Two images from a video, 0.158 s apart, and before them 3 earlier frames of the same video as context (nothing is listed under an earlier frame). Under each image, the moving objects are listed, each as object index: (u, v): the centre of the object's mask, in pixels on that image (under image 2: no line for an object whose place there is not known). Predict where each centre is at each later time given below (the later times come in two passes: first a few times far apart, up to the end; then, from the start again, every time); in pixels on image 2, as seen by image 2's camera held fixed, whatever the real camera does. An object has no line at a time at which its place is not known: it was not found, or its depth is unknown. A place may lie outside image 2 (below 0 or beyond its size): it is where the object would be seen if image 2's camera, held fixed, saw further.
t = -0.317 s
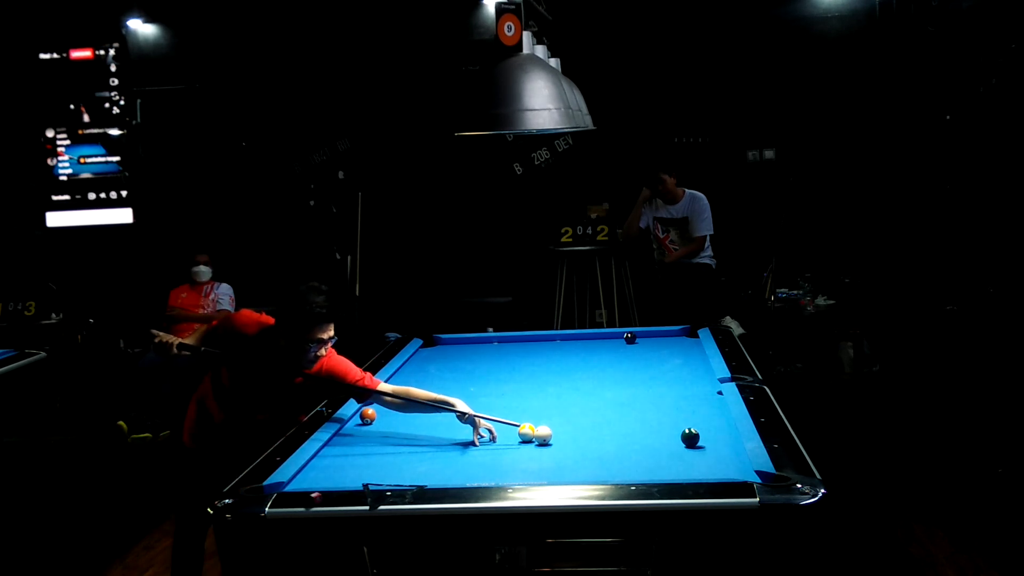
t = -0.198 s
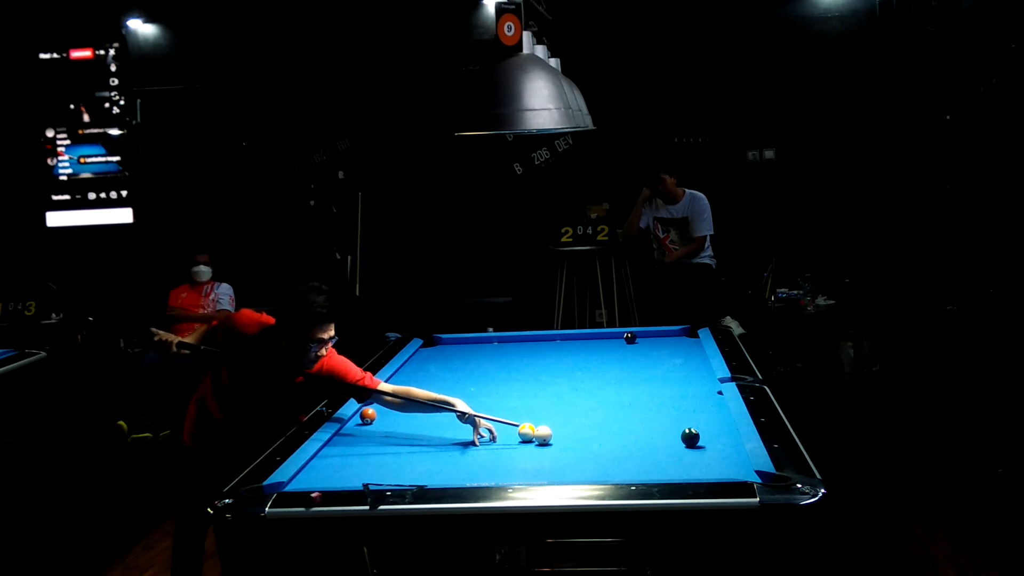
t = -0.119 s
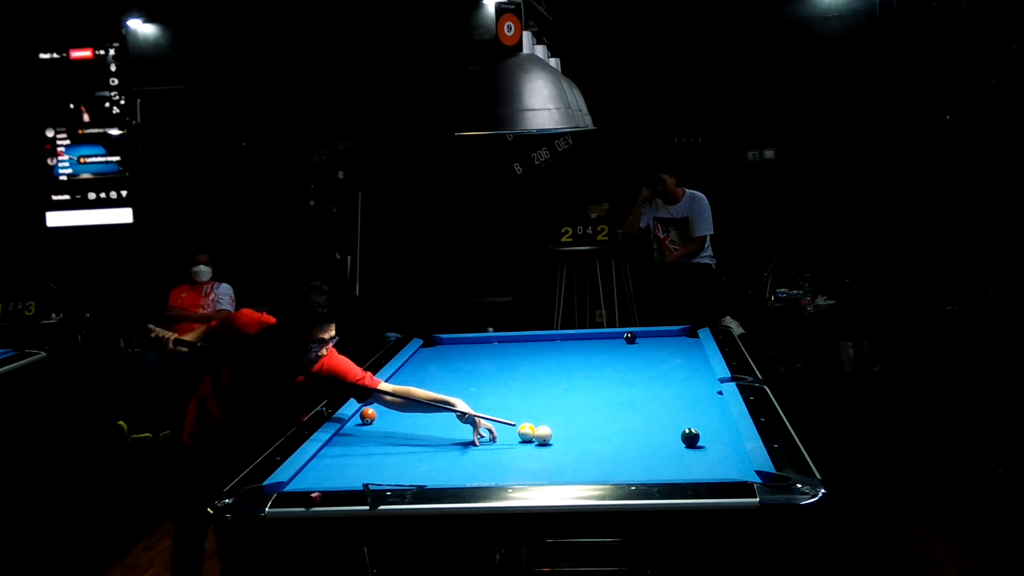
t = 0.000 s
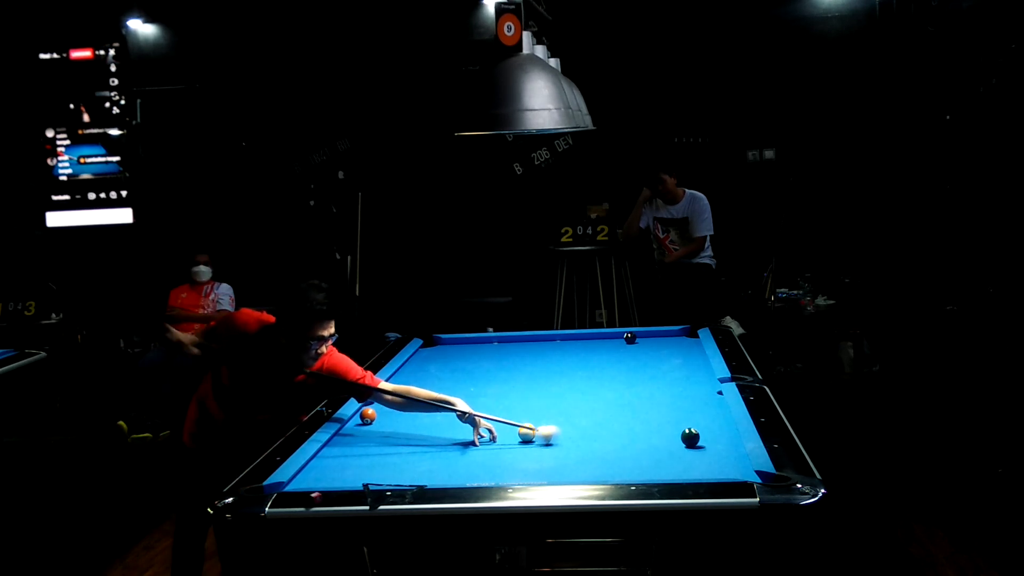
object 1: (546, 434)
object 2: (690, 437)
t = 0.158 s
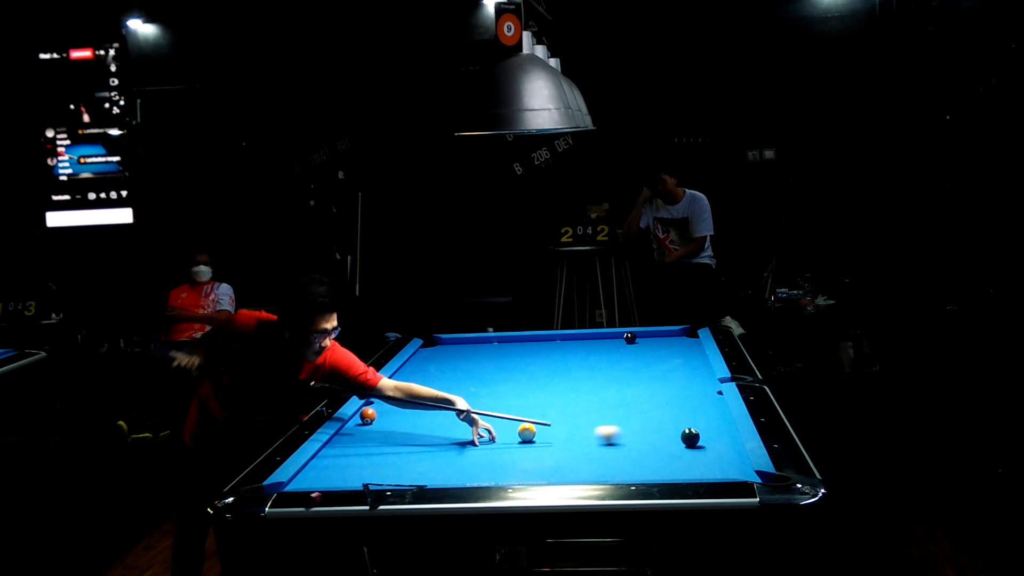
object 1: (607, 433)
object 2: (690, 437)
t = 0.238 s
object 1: (638, 432)
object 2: (690, 436)
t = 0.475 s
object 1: (702, 428)
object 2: (720, 441)
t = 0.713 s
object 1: (711, 423)
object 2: (720, 448)
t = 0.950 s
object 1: (685, 420)
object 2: (704, 453)
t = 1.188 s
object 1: (661, 417)
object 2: (688, 458)
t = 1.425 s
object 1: (640, 415)
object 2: (673, 462)
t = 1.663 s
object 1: (620, 412)
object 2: (658, 466)
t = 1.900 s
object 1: (602, 410)
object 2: (645, 470)
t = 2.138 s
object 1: (586, 408)
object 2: (633, 472)
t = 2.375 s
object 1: (571, 407)
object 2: (622, 474)
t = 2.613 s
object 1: (558, 405)
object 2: (612, 476)
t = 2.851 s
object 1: (546, 404)
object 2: (606, 476)
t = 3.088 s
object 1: (536, 403)
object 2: (602, 476)
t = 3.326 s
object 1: (526, 402)
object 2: (600, 475)
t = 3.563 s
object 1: (518, 401)
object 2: (599, 475)
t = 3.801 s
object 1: (511, 400)
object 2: (599, 475)
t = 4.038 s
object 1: (505, 400)
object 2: (599, 475)
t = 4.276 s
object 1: (501, 399)
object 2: (599, 475)
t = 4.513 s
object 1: (497, 399)
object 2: (599, 475)
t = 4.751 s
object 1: (495, 398)
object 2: (599, 475)
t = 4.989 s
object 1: (494, 398)
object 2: (599, 475)
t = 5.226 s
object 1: (493, 398)
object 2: (599, 475)
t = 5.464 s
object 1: (493, 398)
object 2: (599, 475)
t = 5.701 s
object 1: (493, 398)
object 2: (599, 475)
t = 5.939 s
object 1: (493, 398)
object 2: (599, 475)
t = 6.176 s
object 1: (493, 398)
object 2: (599, 475)
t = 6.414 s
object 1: (493, 398)
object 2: (599, 475)
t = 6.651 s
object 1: (493, 398)
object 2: (599, 475)
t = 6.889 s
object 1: (493, 398)
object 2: (599, 475)
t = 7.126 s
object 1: (493, 398)
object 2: (599, 475)
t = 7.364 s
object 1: (493, 398)
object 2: (599, 475)
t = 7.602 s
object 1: (493, 398)
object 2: (599, 475)
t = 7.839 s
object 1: (493, 398)
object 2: (599, 475)
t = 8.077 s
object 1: (493, 398)
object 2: (599, 475)
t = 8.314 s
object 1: (493, 398)
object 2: (599, 475)
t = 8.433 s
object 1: (493, 398)
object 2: (599, 475)
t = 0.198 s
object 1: (622, 432)
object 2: (690, 436)
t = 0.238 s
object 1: (638, 432)
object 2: (690, 436)
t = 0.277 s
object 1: (653, 433)
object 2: (690, 437)
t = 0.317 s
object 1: (668, 432)
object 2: (690, 436)
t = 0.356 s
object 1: (679, 432)
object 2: (696, 437)
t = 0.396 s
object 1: (686, 430)
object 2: (705, 439)
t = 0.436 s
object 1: (694, 429)
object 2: (713, 440)
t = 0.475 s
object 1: (702, 428)
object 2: (720, 441)
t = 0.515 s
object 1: (710, 427)
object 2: (727, 443)
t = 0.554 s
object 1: (718, 426)
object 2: (732, 444)
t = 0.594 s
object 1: (724, 425)
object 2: (729, 445)
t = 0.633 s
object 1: (720, 424)
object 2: (726, 446)
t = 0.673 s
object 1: (715, 424)
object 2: (723, 447)
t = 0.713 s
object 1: (711, 423)
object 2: (720, 448)
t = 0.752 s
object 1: (706, 423)
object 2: (717, 449)
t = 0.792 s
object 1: (702, 422)
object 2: (715, 449)
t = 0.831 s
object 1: (698, 421)
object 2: (712, 450)
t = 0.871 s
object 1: (694, 421)
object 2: (709, 451)
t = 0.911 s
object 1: (689, 421)
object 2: (706, 452)
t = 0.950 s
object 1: (685, 420)
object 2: (704, 453)
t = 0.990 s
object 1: (681, 419)
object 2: (701, 453)
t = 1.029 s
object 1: (677, 419)
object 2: (698, 454)
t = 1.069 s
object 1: (673, 419)
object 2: (695, 455)
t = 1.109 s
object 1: (669, 418)
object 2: (693, 456)
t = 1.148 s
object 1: (665, 418)
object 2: (690, 457)
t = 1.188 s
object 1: (661, 417)
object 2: (688, 458)
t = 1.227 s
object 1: (658, 417)
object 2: (685, 458)
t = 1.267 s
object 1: (654, 417)
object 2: (682, 459)
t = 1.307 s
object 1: (650, 416)
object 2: (680, 460)
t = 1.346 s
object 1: (647, 416)
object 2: (677, 461)
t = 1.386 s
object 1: (643, 415)
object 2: (675, 461)
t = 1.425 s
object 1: (640, 415)
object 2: (673, 462)
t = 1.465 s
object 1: (636, 414)
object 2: (670, 463)
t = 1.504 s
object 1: (633, 414)
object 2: (668, 463)
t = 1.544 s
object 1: (630, 413)
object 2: (665, 465)
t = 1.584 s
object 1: (627, 413)
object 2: (663, 465)
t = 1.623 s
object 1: (623, 413)
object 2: (661, 466)
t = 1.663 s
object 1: (620, 412)
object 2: (658, 466)
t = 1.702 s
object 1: (617, 412)
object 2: (656, 467)
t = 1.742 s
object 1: (614, 412)
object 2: (654, 468)
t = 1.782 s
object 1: (611, 411)
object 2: (652, 468)
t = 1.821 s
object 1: (608, 411)
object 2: (649, 469)
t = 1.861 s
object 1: (605, 411)
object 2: (647, 470)
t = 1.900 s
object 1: (602, 410)
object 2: (645, 470)
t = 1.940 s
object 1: (600, 410)
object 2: (643, 470)
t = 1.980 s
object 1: (597, 410)
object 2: (641, 471)
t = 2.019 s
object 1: (594, 409)
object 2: (639, 471)
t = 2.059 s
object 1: (591, 409)
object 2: (637, 472)
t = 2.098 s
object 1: (589, 409)
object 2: (635, 472)
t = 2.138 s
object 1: (586, 408)
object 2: (633, 472)
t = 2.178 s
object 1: (584, 408)
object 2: (631, 473)
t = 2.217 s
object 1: (581, 408)
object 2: (629, 473)
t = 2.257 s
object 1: (579, 408)
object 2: (627, 473)
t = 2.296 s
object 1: (576, 407)
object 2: (625, 474)
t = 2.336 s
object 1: (574, 407)
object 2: (624, 474)
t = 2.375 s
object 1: (571, 407)
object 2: (622, 474)
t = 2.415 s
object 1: (569, 407)
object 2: (620, 474)
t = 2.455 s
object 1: (567, 406)
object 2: (618, 475)
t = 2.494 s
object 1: (564, 406)
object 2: (617, 475)
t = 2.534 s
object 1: (562, 406)
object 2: (615, 475)
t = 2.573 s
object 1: (560, 406)
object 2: (614, 475)
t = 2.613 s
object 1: (558, 405)
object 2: (612, 476)
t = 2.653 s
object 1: (556, 405)
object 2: (611, 476)
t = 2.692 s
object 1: (554, 405)
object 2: (609, 476)
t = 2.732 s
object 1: (552, 405)
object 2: (608, 476)
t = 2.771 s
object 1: (550, 405)
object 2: (607, 476)
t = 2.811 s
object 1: (548, 404)
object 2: (606, 476)
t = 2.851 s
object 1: (546, 404)
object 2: (606, 476)
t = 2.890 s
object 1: (544, 404)
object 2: (605, 476)
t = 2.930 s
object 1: (542, 404)
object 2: (604, 476)
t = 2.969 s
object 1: (541, 403)
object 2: (604, 476)
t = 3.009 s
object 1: (539, 403)
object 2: (603, 476)
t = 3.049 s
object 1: (537, 403)
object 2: (603, 476)
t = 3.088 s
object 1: (536, 403)
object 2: (602, 476)
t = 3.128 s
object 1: (534, 403)
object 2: (602, 475)
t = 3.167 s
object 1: (532, 403)
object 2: (601, 476)
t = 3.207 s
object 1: (531, 402)
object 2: (601, 475)
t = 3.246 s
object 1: (529, 402)
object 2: (601, 475)
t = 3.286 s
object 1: (528, 402)
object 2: (600, 475)
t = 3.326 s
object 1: (526, 402)
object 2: (600, 475)
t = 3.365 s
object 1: (525, 402)
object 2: (600, 475)
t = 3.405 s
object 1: (523, 402)
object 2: (600, 475)
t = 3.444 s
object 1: (522, 401)
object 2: (600, 475)
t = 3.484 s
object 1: (521, 401)
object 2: (599, 475)
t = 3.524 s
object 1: (519, 401)
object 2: (599, 475)
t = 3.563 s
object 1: (518, 401)
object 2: (599, 475)
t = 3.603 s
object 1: (517, 401)
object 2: (599, 475)
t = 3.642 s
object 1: (516, 401)
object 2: (599, 475)
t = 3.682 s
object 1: (515, 401)
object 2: (599, 475)
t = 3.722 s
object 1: (514, 400)
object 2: (599, 475)
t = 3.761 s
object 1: (512, 400)
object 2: (599, 475)
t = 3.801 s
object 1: (511, 400)
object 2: (599, 475)
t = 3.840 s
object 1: (510, 400)
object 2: (599, 475)
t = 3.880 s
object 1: (509, 400)
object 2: (599, 475)
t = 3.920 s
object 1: (508, 400)
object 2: (599, 475)
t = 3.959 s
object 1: (507, 400)
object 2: (599, 475)
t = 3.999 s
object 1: (506, 400)
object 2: (599, 475)
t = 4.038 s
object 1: (505, 400)
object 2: (599, 475)
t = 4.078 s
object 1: (505, 399)
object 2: (599, 475)
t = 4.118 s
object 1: (504, 399)
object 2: (599, 475)
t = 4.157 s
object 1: (503, 399)
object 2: (599, 475)
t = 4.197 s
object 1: (502, 399)
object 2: (599, 475)
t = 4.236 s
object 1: (501, 399)
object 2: (599, 475)
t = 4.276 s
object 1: (501, 399)
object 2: (599, 475)
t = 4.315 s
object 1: (500, 399)
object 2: (599, 475)
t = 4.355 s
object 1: (499, 399)
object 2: (599, 475)
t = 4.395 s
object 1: (499, 399)
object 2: (599, 475)
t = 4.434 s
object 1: (498, 399)
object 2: (599, 475)
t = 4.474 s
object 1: (498, 399)
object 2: (599, 475)
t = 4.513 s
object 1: (497, 399)
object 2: (599, 475)
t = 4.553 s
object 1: (497, 399)
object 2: (599, 475)
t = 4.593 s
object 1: (497, 399)
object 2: (599, 475)
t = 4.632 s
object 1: (496, 399)
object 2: (599, 475)
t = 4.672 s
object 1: (496, 398)
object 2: (599, 475)
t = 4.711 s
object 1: (495, 399)
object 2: (599, 475)
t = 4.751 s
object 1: (495, 398)
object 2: (599, 475)
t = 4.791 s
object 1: (495, 398)
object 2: (599, 475)
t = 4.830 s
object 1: (495, 398)
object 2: (599, 475)
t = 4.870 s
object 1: (494, 398)
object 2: (599, 475)
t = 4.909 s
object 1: (494, 398)
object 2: (599, 475)
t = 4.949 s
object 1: (494, 398)
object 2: (599, 475)
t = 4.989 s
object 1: (494, 398)
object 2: (599, 475)
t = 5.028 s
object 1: (494, 398)
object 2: (599, 475)
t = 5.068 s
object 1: (493, 398)
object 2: (599, 475)
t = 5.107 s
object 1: (493, 398)
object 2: (599, 475)
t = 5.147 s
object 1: (493, 398)
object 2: (599, 475)
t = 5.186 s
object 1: (493, 398)
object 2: (599, 475)
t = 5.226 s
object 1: (493, 398)
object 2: (599, 475)
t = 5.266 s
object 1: (493, 398)
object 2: (599, 475)
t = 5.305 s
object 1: (493, 398)
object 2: (599, 475)
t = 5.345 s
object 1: (493, 398)
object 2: (599, 475)
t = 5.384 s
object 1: (493, 398)
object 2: (599, 475)
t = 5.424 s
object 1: (493, 398)
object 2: (599, 475)
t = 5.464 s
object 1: (493, 398)
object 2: (599, 475)
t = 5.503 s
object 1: (493, 398)
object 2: (599, 475)
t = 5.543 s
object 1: (493, 398)
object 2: (599, 475)
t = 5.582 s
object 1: (493, 398)
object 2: (599, 475)
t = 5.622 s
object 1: (493, 398)
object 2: (599, 475)
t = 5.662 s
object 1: (493, 398)
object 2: (599, 475)
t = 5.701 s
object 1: (493, 398)
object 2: (599, 475)
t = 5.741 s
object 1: (493, 398)
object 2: (599, 475)
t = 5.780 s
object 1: (493, 398)
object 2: (599, 475)
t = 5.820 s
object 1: (493, 398)
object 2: (599, 475)
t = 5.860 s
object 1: (493, 398)
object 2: (599, 475)
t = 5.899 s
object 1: (493, 398)
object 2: (599, 475)
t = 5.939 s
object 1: (493, 398)
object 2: (599, 475)
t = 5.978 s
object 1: (493, 398)
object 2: (599, 475)
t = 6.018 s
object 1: (493, 398)
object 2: (599, 475)
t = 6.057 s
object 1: (493, 398)
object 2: (599, 475)
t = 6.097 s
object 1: (493, 398)
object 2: (599, 475)
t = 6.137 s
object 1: (493, 398)
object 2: (599, 475)
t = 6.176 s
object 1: (493, 398)
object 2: (599, 475)
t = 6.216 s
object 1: (493, 398)
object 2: (599, 475)
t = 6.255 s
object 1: (493, 398)
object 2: (599, 475)
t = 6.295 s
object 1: (493, 398)
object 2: (599, 475)
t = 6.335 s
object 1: (493, 398)
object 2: (599, 475)
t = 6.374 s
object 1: (493, 398)
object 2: (599, 475)
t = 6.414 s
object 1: (493, 398)
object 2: (599, 475)
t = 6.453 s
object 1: (493, 398)
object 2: (599, 475)
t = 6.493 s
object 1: (493, 398)
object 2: (599, 475)
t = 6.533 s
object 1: (493, 398)
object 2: (599, 475)
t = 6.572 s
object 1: (493, 398)
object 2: (599, 475)
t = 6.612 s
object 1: (493, 398)
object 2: (599, 475)
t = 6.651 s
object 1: (493, 398)
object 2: (599, 475)
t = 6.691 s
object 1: (493, 398)
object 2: (599, 475)
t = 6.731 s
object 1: (493, 398)
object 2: (599, 475)
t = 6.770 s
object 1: (493, 398)
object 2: (599, 475)
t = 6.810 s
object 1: (493, 398)
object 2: (599, 475)
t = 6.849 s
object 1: (493, 398)
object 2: (599, 475)
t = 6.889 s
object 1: (493, 398)
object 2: (599, 475)
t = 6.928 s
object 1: (493, 398)
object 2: (599, 475)
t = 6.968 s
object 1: (493, 398)
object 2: (599, 475)
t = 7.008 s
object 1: (493, 398)
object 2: (599, 475)
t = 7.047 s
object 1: (493, 398)
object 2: (599, 475)
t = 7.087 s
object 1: (493, 398)
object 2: (599, 475)
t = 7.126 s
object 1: (493, 398)
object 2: (599, 475)
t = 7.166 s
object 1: (493, 398)
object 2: (599, 475)
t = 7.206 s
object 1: (493, 398)
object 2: (599, 475)
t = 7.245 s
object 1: (493, 398)
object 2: (599, 475)
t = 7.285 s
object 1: (493, 398)
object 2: (599, 475)
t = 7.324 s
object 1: (493, 398)
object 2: (599, 475)
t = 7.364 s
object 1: (493, 398)
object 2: (599, 475)
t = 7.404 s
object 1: (493, 398)
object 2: (599, 475)
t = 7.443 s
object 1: (493, 398)
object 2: (599, 475)
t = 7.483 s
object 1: (493, 398)
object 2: (599, 475)
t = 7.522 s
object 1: (493, 398)
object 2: (599, 475)
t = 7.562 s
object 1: (493, 398)
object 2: (599, 475)
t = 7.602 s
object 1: (493, 398)
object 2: (599, 475)
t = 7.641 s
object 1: (493, 398)
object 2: (599, 475)
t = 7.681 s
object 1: (493, 398)
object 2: (599, 475)
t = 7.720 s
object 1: (493, 398)
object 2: (599, 475)
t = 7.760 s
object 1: (493, 398)
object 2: (599, 475)
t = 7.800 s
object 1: (493, 398)
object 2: (599, 475)
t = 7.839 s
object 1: (493, 398)
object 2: (599, 475)
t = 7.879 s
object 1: (493, 398)
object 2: (599, 475)
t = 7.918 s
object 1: (493, 398)
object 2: (599, 475)
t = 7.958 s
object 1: (493, 398)
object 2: (599, 475)
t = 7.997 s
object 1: (493, 398)
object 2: (599, 475)
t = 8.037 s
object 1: (493, 398)
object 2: (599, 475)
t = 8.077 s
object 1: (493, 398)
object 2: (599, 475)
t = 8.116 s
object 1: (493, 398)
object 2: (599, 475)
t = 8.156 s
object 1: (493, 398)
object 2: (599, 475)
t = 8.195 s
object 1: (493, 398)
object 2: (599, 475)
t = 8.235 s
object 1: (493, 398)
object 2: (599, 475)
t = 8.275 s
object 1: (493, 398)
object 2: (599, 475)
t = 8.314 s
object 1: (493, 398)
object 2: (599, 475)
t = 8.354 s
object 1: (493, 398)
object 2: (599, 475)
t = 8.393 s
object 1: (493, 398)
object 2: (599, 475)
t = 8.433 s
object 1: (493, 398)
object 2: (599, 475)
